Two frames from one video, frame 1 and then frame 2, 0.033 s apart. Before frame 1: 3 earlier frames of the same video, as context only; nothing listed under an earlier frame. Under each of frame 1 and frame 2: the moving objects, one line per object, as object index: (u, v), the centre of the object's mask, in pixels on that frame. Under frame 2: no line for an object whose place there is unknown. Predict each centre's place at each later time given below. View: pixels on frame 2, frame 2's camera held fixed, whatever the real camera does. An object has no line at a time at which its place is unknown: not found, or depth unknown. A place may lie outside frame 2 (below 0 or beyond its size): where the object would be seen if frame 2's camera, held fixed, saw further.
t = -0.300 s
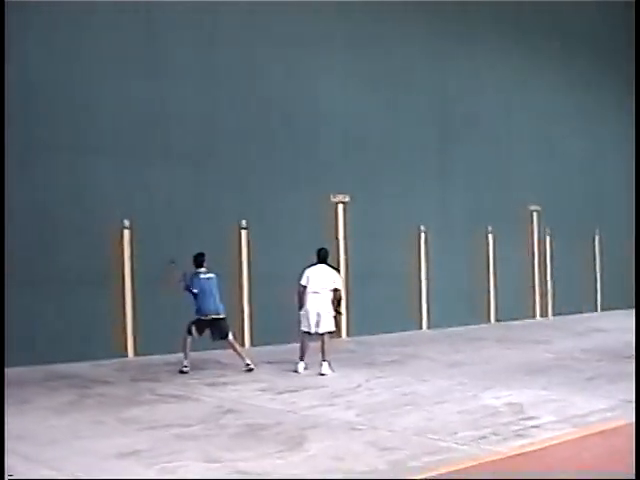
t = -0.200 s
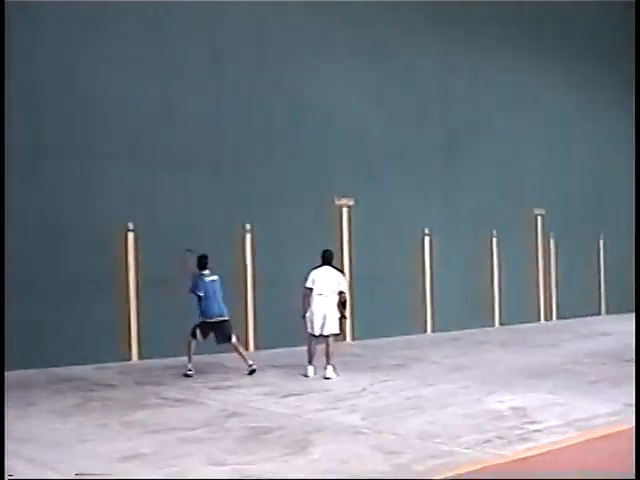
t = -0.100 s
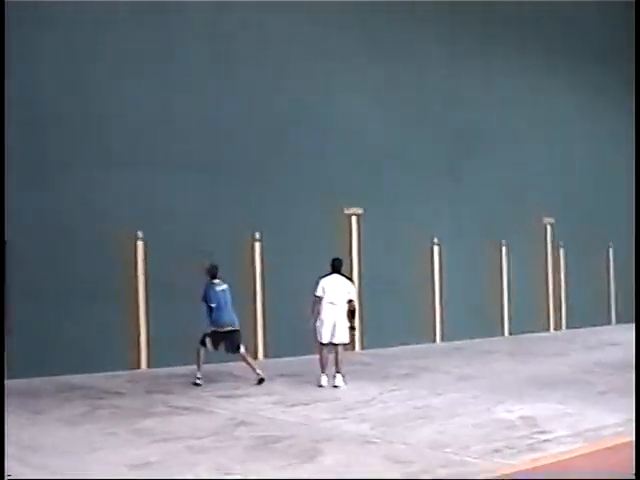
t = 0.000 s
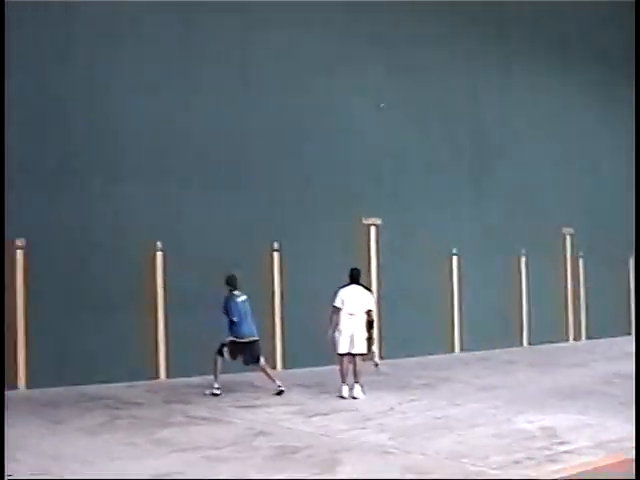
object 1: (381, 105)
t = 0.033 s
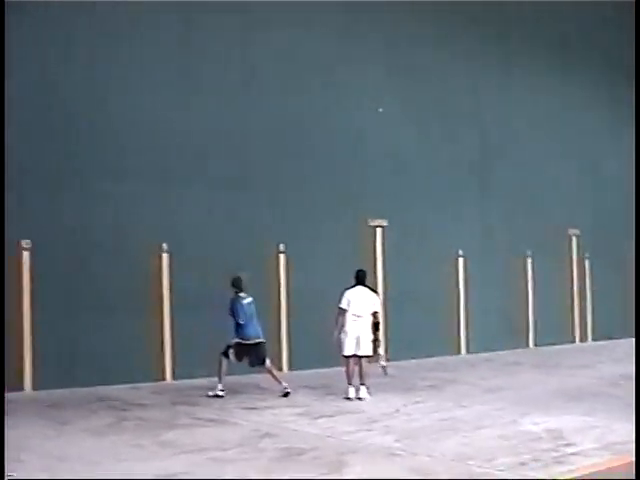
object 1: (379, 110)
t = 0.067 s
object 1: (371, 115)
